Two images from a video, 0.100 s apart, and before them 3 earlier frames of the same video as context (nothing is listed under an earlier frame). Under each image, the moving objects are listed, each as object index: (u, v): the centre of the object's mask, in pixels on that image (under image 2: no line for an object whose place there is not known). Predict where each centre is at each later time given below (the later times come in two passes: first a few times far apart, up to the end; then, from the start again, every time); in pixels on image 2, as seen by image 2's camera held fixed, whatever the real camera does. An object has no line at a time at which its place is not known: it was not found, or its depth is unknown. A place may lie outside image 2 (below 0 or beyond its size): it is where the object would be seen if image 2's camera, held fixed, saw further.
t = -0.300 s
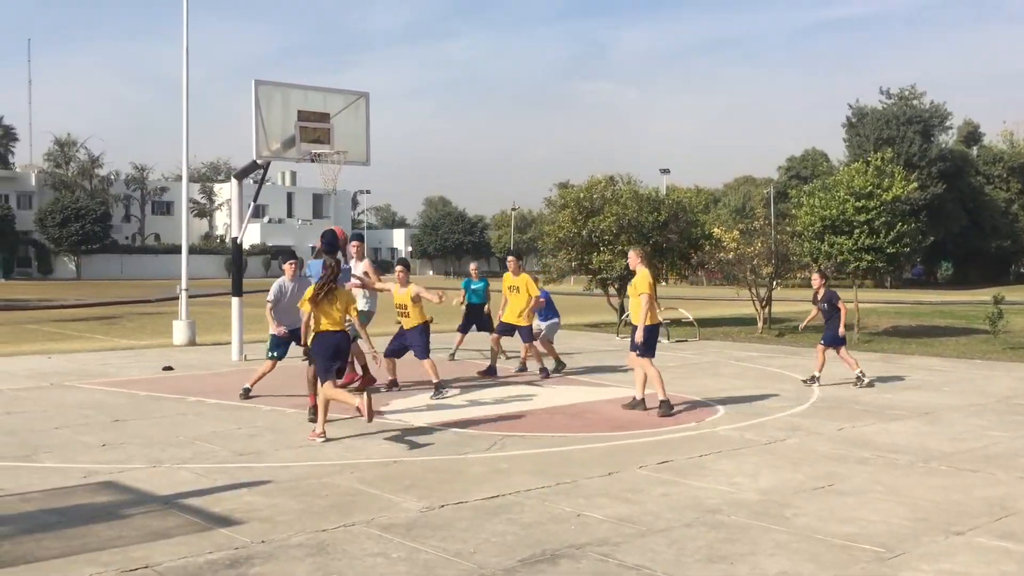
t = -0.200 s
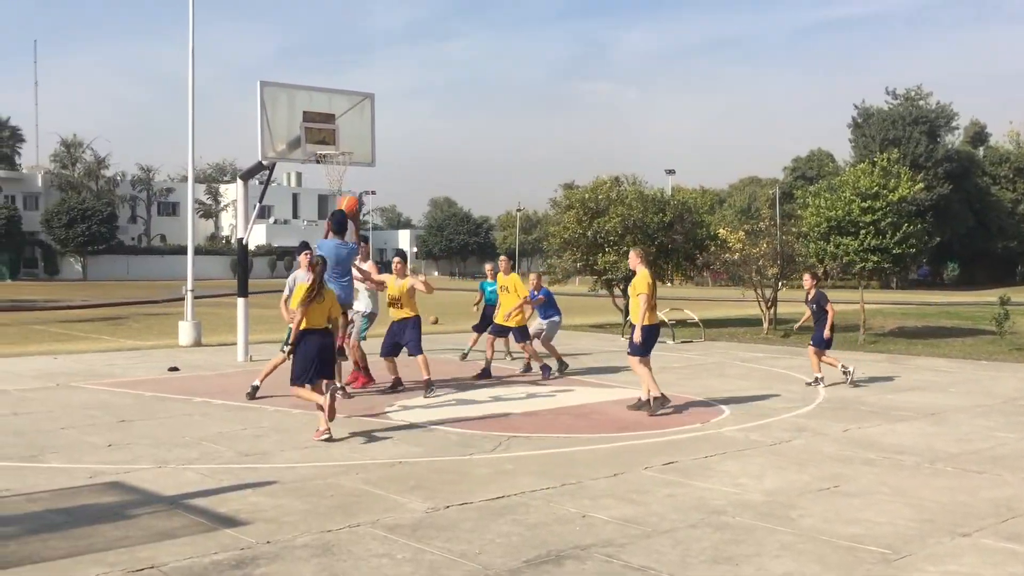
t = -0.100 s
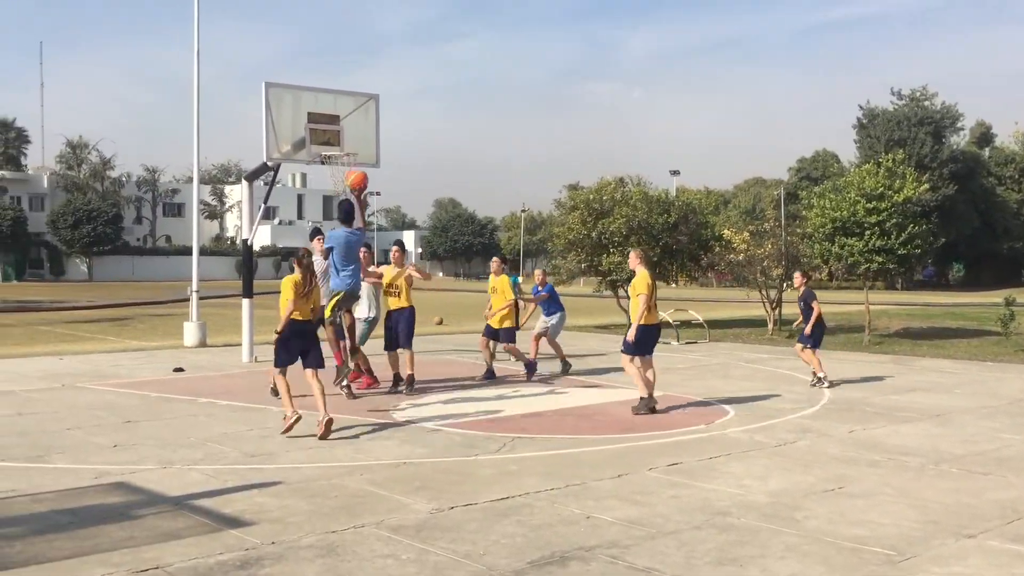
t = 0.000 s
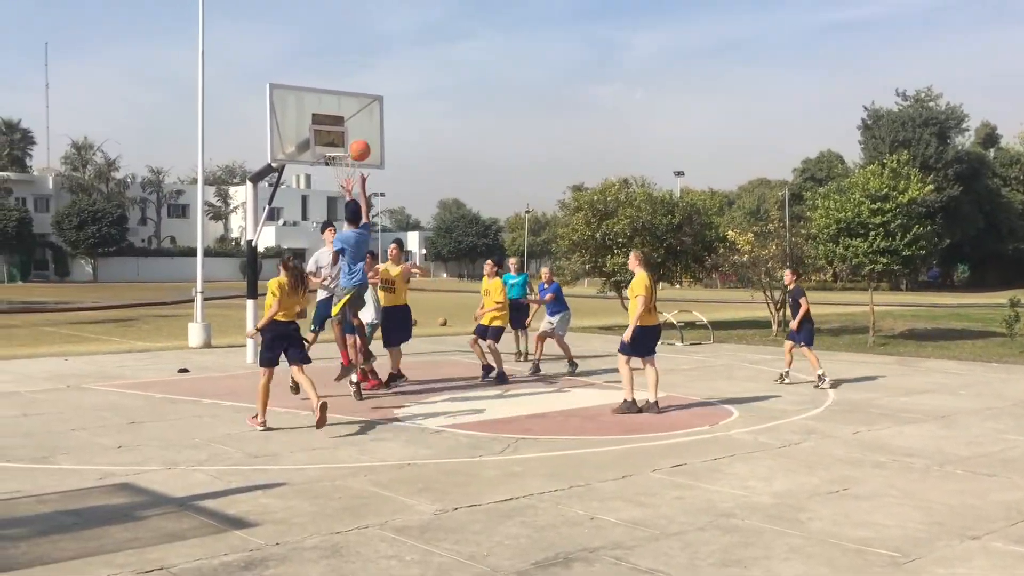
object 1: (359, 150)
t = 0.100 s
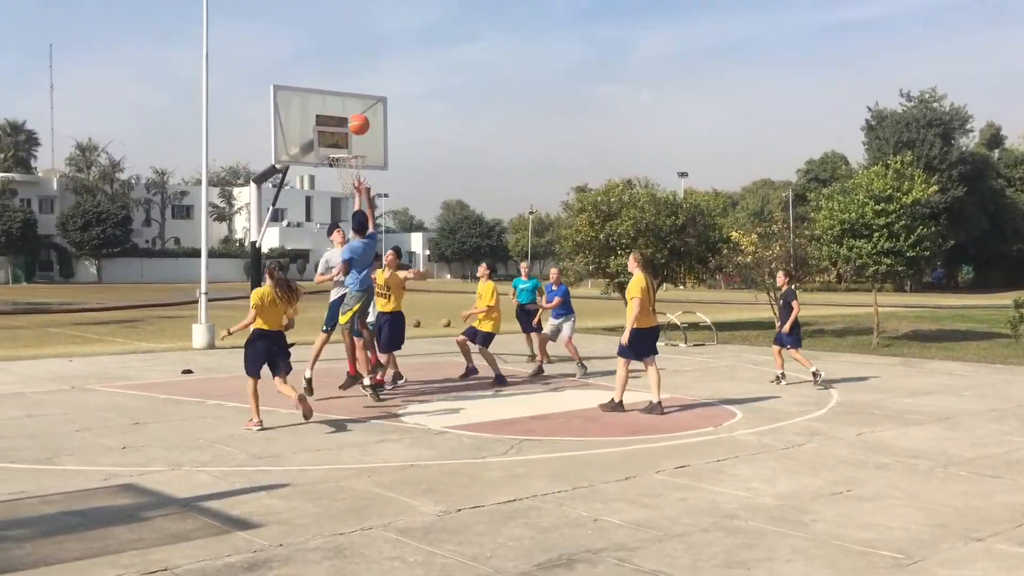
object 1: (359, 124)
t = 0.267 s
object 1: (353, 102)
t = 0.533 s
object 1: (345, 115)
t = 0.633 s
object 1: (342, 131)
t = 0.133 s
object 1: (357, 118)
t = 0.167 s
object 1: (357, 113)
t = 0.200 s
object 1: (355, 108)
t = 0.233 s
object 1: (354, 104)
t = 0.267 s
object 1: (353, 102)
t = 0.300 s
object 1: (352, 101)
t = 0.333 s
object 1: (351, 100)
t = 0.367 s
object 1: (350, 100)
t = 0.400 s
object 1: (349, 101)
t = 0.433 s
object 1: (348, 103)
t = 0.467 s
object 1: (347, 107)
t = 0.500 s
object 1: (346, 110)
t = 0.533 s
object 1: (345, 115)
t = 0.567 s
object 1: (344, 119)
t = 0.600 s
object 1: (343, 124)
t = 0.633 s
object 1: (342, 131)
